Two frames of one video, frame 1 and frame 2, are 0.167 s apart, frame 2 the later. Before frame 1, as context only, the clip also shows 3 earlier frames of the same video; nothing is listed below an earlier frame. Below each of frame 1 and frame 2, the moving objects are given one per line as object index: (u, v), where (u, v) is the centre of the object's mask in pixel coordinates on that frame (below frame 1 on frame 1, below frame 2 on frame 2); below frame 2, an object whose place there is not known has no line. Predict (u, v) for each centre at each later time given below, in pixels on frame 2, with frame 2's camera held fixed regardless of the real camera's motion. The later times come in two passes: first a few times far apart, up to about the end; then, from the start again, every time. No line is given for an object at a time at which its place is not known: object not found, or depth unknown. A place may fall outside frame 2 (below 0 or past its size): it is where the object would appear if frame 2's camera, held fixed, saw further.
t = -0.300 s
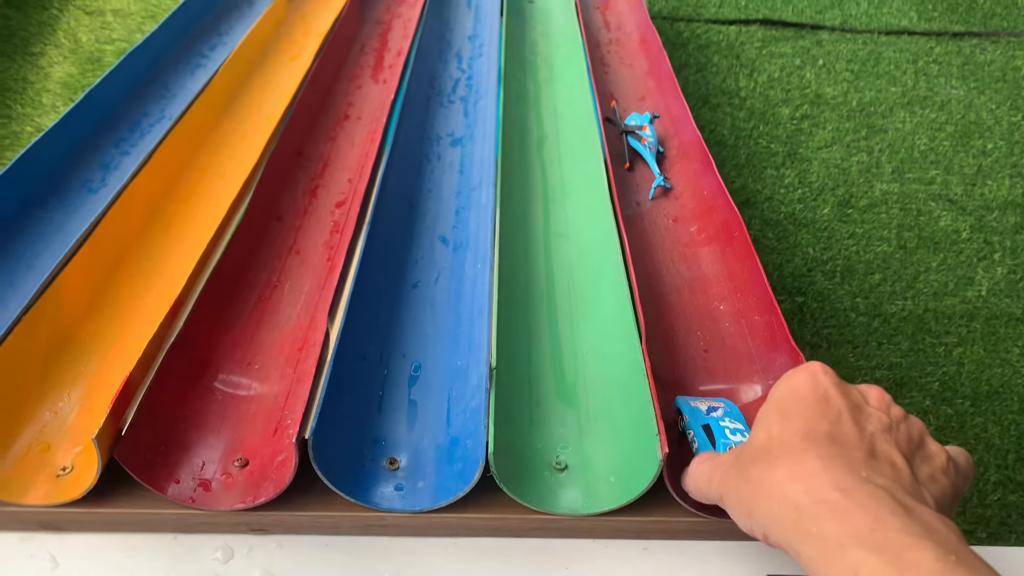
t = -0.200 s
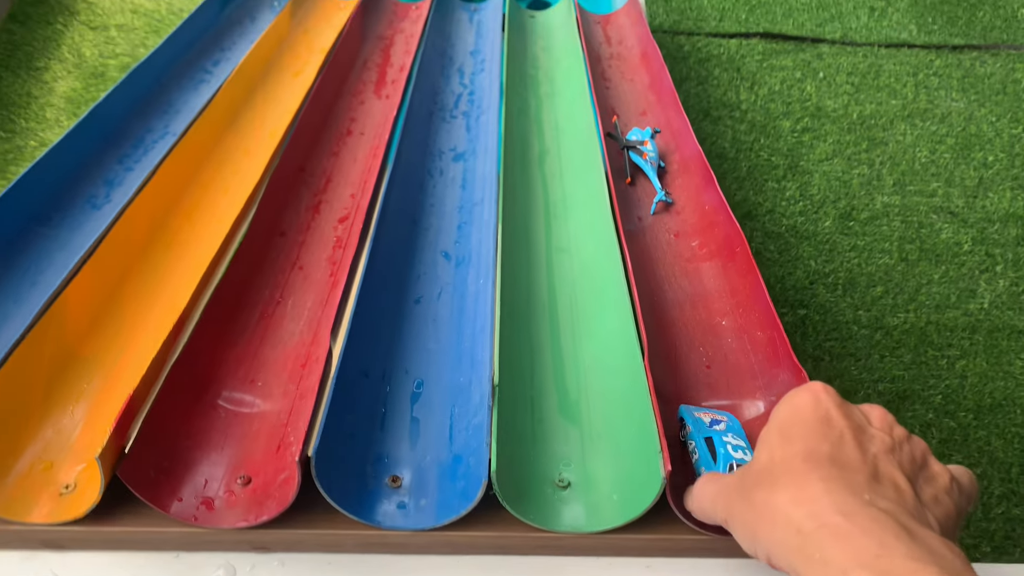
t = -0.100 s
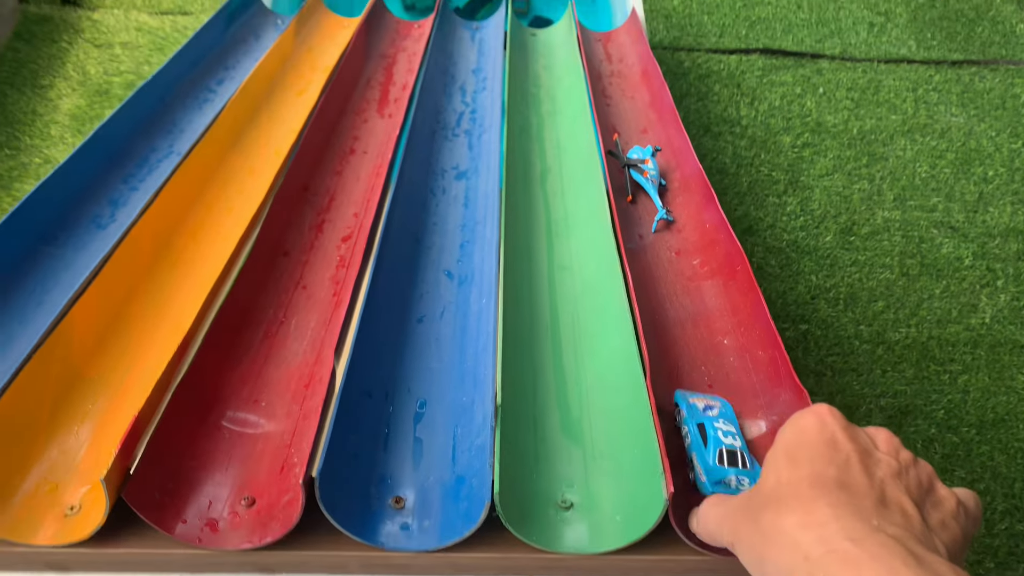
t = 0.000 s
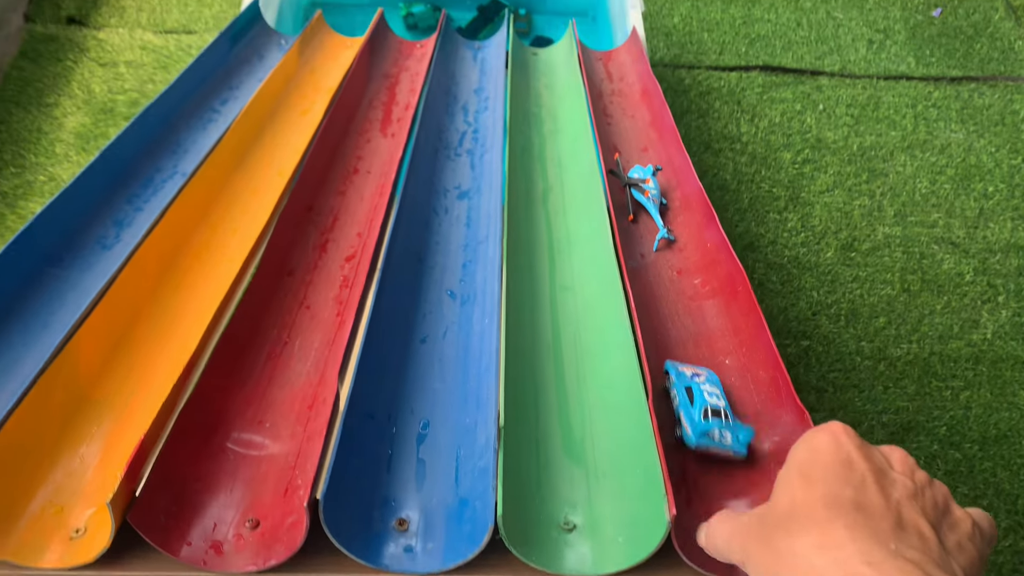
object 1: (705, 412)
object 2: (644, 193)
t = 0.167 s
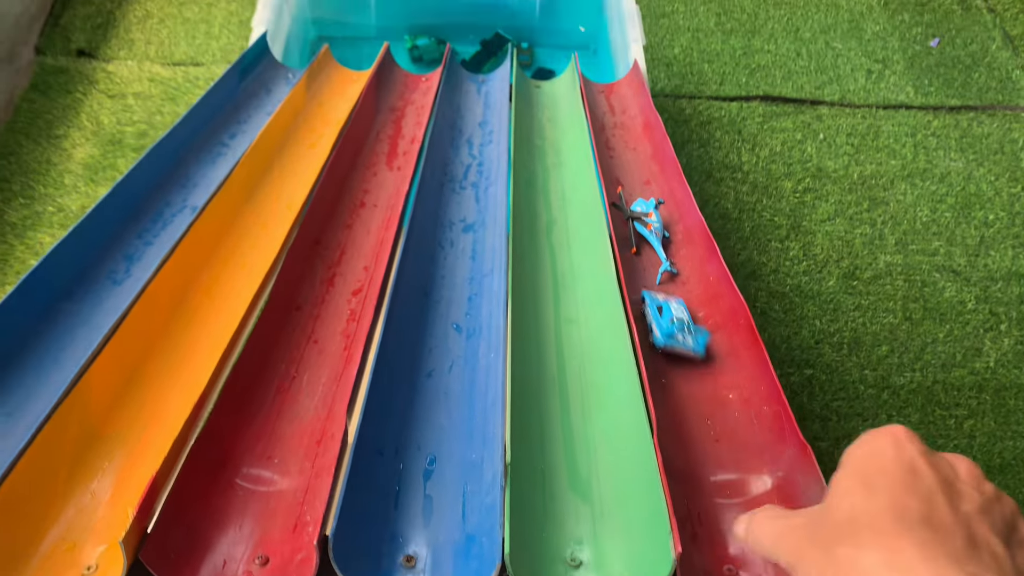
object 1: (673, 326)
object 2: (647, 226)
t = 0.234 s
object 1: (659, 284)
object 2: (649, 219)
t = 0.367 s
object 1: (643, 222)
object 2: (639, 186)
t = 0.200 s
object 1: (666, 301)
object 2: (647, 225)
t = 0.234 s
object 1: (659, 284)
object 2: (649, 219)
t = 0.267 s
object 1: (656, 270)
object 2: (647, 209)
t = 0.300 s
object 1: (652, 255)
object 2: (644, 202)
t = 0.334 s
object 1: (648, 238)
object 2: (640, 193)
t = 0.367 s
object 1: (643, 222)
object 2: (639, 186)
